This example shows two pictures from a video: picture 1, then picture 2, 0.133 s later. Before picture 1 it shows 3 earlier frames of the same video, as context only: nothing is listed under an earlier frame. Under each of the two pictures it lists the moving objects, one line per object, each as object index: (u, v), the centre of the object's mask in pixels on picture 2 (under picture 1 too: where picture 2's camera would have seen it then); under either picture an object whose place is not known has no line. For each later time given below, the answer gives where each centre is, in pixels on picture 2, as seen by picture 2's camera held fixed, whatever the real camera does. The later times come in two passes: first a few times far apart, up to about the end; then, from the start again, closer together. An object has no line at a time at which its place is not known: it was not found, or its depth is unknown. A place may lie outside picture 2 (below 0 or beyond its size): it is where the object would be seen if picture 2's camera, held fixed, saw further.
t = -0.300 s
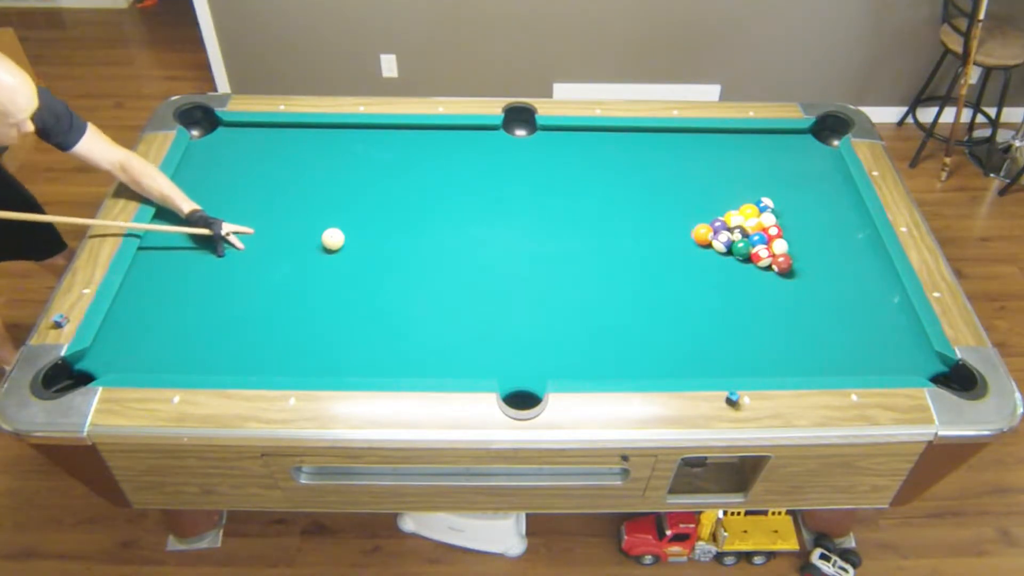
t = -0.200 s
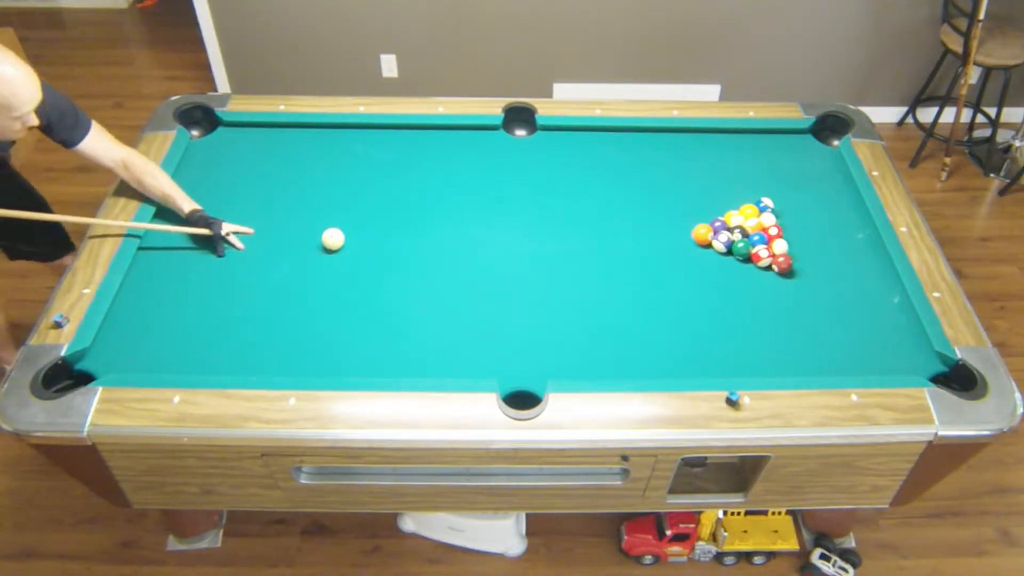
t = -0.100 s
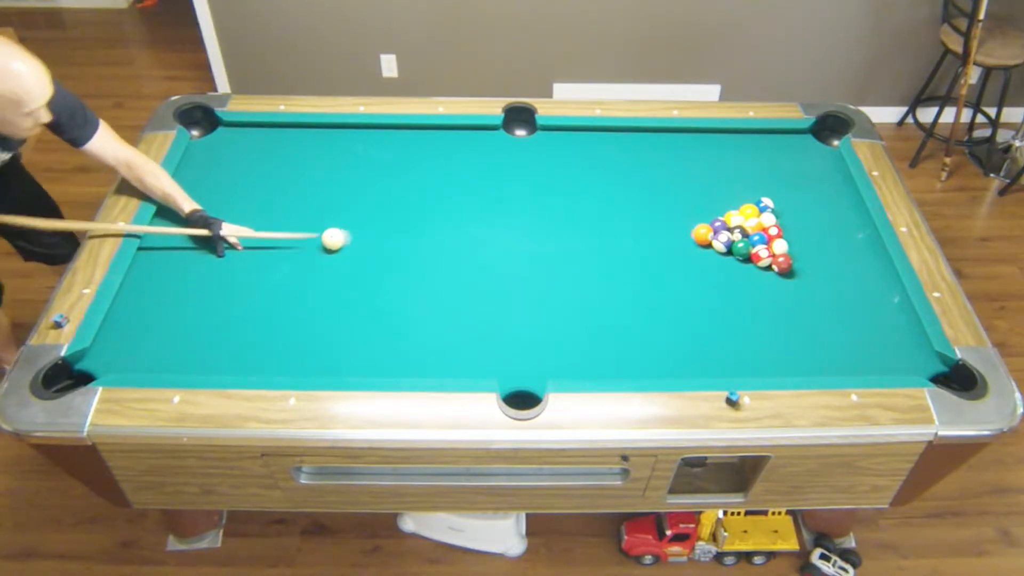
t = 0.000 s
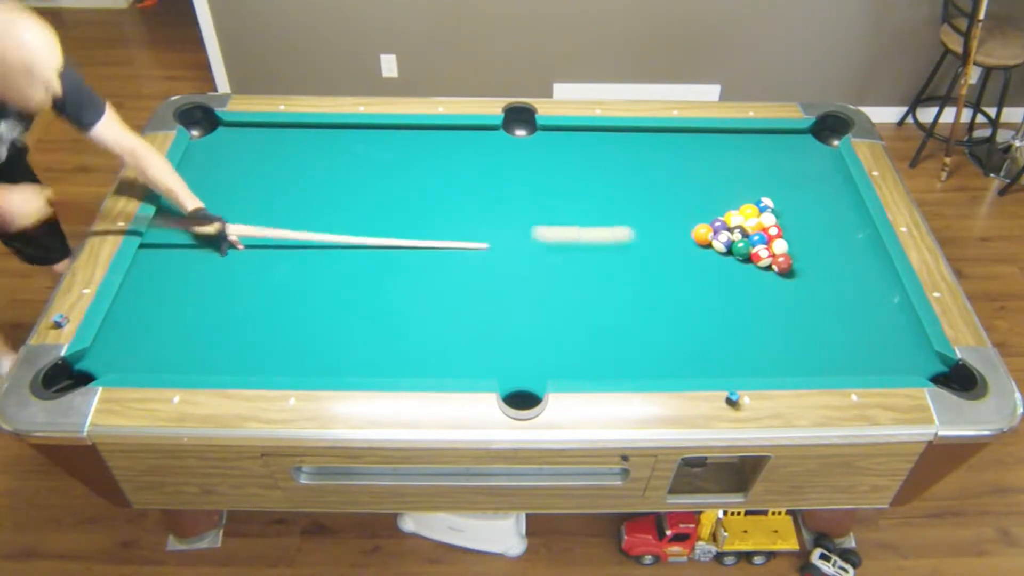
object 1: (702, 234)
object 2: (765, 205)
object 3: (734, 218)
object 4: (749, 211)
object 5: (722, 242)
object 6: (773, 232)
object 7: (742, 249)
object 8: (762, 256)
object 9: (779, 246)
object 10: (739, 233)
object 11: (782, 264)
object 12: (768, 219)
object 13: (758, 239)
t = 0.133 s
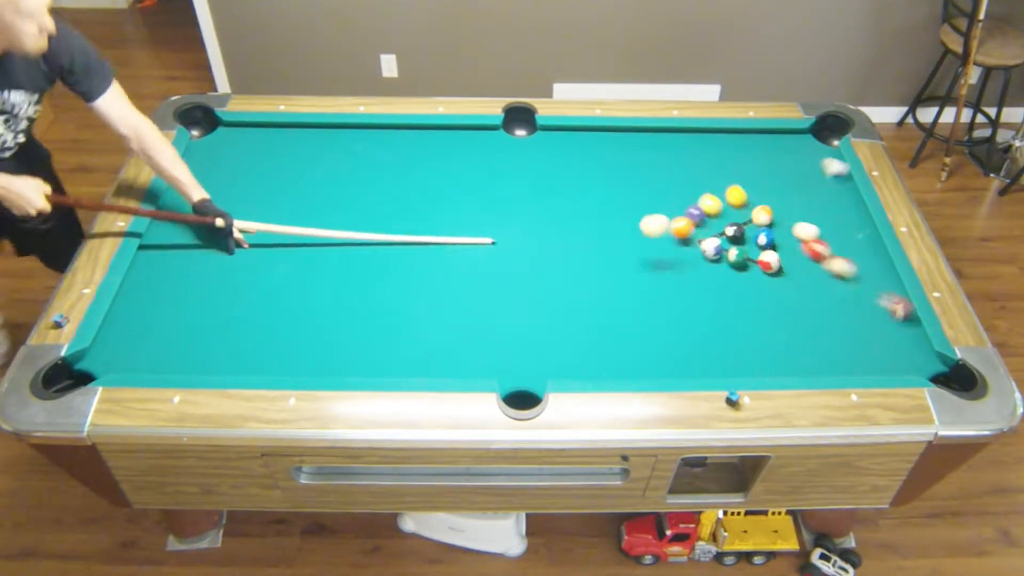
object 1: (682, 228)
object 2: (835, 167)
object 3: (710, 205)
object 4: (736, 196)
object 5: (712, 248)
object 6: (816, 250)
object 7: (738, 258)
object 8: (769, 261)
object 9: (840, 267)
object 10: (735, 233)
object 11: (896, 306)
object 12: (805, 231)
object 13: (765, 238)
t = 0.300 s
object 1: (642, 229)
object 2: (729, 135)
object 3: (679, 184)
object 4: (719, 173)
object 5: (694, 259)
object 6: (878, 269)
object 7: (729, 271)
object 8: (780, 271)
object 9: (871, 287)
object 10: (729, 229)
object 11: (812, 343)
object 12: (859, 249)
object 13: (775, 234)
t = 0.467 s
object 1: (606, 225)
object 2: (653, 149)
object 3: (650, 166)
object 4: (703, 152)
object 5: (677, 270)
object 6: (867, 284)
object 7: (722, 283)
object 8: (790, 280)
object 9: (834, 302)
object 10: (726, 226)
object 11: (718, 367)
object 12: (864, 259)
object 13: (784, 229)
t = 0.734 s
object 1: (550, 218)
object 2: (527, 140)
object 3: (616, 173)
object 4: (684, 140)
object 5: (650, 285)
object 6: (831, 303)
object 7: (709, 299)
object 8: (805, 292)
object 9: (774, 324)
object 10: (720, 223)
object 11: (568, 345)
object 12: (838, 275)
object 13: (797, 222)
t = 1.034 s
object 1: (490, 212)
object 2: (390, 131)
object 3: (580, 181)
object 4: (668, 157)
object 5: (623, 304)
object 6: (806, 336)
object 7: (694, 316)
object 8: (799, 300)
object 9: (706, 350)
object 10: (714, 219)
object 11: (410, 320)
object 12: (812, 283)
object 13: (810, 215)
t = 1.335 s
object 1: (435, 206)
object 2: (259, 134)
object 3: (546, 189)
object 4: (652, 174)
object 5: (596, 321)
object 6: (783, 367)
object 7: (681, 334)
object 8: (784, 313)
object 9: (635, 368)
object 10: (712, 218)
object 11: (261, 296)
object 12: (801, 283)
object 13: (821, 210)
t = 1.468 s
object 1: (412, 203)
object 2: (202, 135)
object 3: (531, 192)
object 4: (646, 182)
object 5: (583, 329)
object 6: (771, 365)
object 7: (676, 343)
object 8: (779, 318)
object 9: (607, 364)
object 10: (712, 218)
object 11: (200, 286)
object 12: (797, 283)
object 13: (825, 208)
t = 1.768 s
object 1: (364, 198)
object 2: (228, 137)
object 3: (500, 198)
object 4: (631, 198)
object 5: (559, 339)
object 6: (745, 351)
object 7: (663, 356)
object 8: (767, 328)
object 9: (548, 360)
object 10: (713, 218)
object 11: (183, 256)
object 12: (789, 283)
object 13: (833, 204)
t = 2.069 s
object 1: (319, 193)
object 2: (237, 149)
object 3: (471, 204)
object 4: (617, 213)
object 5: (539, 338)
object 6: (722, 339)
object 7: (654, 368)
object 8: (756, 336)
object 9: (491, 365)
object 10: (713, 218)
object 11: (258, 223)
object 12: (786, 283)
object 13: (838, 203)
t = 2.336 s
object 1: (283, 189)
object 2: (245, 159)
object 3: (448, 209)
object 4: (606, 225)
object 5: (521, 338)
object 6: (705, 331)
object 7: (647, 369)
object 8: (748, 342)
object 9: (446, 369)
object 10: (713, 218)
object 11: (317, 196)
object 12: (786, 283)
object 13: (842, 202)
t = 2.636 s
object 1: (247, 184)
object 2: (254, 168)
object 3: (424, 214)
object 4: (594, 238)
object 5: (508, 338)
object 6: (688, 324)
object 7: (642, 367)
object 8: (740, 347)
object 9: (399, 367)
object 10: (713, 218)
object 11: (377, 171)
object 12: (786, 283)
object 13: (843, 203)
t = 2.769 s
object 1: (232, 182)
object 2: (258, 174)
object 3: (415, 216)
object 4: (588, 243)
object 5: (503, 339)
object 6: (682, 321)
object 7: (641, 367)
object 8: (737, 349)
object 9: (381, 366)
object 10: (713, 218)
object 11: (401, 160)
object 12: (786, 283)
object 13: (843, 203)
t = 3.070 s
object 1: (200, 179)
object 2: (265, 182)
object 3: (397, 219)
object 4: (579, 253)
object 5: (496, 339)
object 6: (670, 317)
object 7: (640, 367)
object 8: (733, 351)
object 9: (342, 363)
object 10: (713, 218)
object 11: (451, 138)
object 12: (786, 283)
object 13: (843, 203)
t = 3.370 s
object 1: (186, 176)
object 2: (272, 190)
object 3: (381, 222)
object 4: (572, 262)
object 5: (492, 339)
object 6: (661, 314)
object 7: (641, 367)
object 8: (731, 353)
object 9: (308, 361)
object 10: (713, 218)
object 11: (491, 137)
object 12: (786, 283)
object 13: (843, 203)
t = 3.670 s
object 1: (199, 176)
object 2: (278, 196)
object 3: (370, 224)
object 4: (565, 268)
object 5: (492, 339)
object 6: (656, 312)
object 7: (641, 367)
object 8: (732, 352)
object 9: (277, 358)
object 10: (713, 218)
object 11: (525, 146)
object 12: (786, 283)
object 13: (843, 203)
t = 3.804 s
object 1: (205, 176)
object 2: (280, 198)
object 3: (366, 225)
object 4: (563, 271)
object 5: (492, 339)
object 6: (655, 311)
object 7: (641, 367)
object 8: (732, 352)
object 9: (266, 356)
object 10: (713, 218)
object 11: (540, 150)
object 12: (786, 283)
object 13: (843, 203)
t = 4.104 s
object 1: (215, 175)
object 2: (284, 201)
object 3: (360, 226)
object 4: (560, 275)
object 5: (492, 339)
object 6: (656, 311)
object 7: (641, 367)
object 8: (732, 352)
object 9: (242, 354)
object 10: (713, 218)
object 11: (571, 159)
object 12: (786, 283)
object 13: (843, 203)
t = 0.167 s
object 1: (673, 231)
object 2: (814, 160)
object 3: (703, 201)
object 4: (732, 191)
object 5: (708, 251)
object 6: (829, 254)
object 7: (737, 261)
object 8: (771, 263)
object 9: (858, 271)
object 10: (734, 232)
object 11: (887, 315)
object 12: (818, 235)
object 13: (767, 238)
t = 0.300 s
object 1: (642, 229)
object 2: (729, 135)
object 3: (679, 184)
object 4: (719, 173)
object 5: (694, 259)
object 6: (878, 269)
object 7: (729, 271)
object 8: (780, 271)
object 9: (871, 287)
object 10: (729, 229)
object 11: (812, 343)
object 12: (859, 249)
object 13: (775, 234)
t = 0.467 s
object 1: (606, 225)
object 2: (653, 149)
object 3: (650, 166)
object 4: (703, 152)
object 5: (677, 270)
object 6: (867, 284)
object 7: (722, 283)
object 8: (790, 280)
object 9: (834, 302)
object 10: (726, 226)
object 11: (718, 367)
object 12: (864, 259)
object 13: (784, 229)
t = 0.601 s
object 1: (578, 221)
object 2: (590, 144)
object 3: (633, 170)
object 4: (692, 137)
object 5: (663, 277)
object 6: (849, 294)
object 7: (714, 289)
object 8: (798, 286)
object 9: (804, 313)
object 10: (723, 225)
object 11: (642, 356)
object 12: (850, 266)
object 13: (791, 225)
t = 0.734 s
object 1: (550, 218)
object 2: (527, 140)
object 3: (616, 173)
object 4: (684, 140)
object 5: (650, 285)
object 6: (831, 303)
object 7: (709, 299)
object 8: (805, 292)
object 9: (774, 324)
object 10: (720, 223)
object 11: (568, 345)
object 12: (838, 275)
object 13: (797, 222)
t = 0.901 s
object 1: (516, 215)
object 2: (452, 133)
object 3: (596, 178)
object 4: (675, 150)
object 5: (634, 296)
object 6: (816, 321)
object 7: (701, 310)
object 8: (806, 295)
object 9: (737, 338)
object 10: (717, 221)
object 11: (479, 330)
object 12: (820, 282)
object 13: (805, 218)
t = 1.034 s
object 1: (490, 212)
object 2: (390, 131)
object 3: (580, 181)
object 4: (668, 157)
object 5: (623, 304)
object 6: (806, 336)
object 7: (694, 316)
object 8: (799, 300)
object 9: (706, 350)
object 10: (714, 219)
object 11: (410, 320)
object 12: (812, 283)
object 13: (810, 215)
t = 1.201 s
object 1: (460, 208)
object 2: (317, 133)
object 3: (561, 186)
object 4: (659, 167)
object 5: (606, 314)
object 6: (793, 354)
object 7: (687, 328)
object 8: (791, 307)
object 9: (666, 363)
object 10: (712, 218)
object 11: (326, 307)
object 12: (806, 284)
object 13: (817, 213)
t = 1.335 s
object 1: (435, 206)
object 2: (259, 134)
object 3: (546, 189)
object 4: (652, 174)
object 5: (596, 321)
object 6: (783, 367)
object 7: (681, 334)
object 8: (784, 313)
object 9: (635, 368)
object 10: (712, 218)
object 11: (261, 296)
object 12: (801, 283)
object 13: (821, 210)
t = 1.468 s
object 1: (412, 203)
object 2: (202, 135)
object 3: (531, 192)
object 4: (646, 182)
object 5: (583, 329)
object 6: (771, 365)
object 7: (676, 343)
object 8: (779, 318)
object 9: (607, 364)
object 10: (712, 218)
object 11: (200, 286)
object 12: (797, 283)
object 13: (825, 208)
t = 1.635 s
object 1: (385, 200)
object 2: (224, 130)
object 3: (513, 195)
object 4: (637, 191)
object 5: (571, 336)
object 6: (756, 357)
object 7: (669, 350)
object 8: (772, 323)
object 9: (575, 359)
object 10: (712, 217)
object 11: (141, 273)
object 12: (792, 283)
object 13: (830, 206)
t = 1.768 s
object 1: (364, 198)
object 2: (228, 137)
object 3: (500, 198)
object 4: (631, 198)
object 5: (559, 339)
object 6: (745, 351)
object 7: (663, 356)
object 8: (767, 328)
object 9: (548, 360)
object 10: (713, 218)
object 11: (183, 256)
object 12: (789, 283)
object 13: (833, 204)
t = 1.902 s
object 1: (343, 195)
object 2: (233, 142)
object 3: (486, 201)
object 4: (625, 205)
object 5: (549, 338)
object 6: (734, 345)
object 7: (659, 365)
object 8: (762, 332)
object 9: (523, 363)
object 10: (713, 218)
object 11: (218, 241)
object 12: (787, 283)
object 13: (835, 203)
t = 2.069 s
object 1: (319, 193)
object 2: (237, 149)
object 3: (471, 204)
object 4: (617, 213)
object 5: (539, 338)
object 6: (722, 339)
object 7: (654, 368)
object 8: (756, 336)
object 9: (491, 365)
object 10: (713, 218)
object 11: (258, 223)
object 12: (786, 283)
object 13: (838, 203)
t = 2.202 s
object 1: (301, 190)
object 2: (241, 154)
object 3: (459, 207)
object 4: (611, 219)
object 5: (530, 338)
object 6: (713, 335)
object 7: (650, 371)
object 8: (752, 339)
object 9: (468, 367)
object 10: (713, 218)
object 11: (289, 209)
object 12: (786, 283)
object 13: (840, 202)
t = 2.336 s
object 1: (283, 189)
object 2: (245, 159)
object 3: (448, 209)
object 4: (606, 225)
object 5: (521, 338)
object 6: (705, 331)
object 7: (647, 369)
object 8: (748, 342)
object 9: (446, 369)
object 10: (713, 218)
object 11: (317, 196)
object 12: (786, 283)
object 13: (842, 202)
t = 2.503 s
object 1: (263, 186)
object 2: (250, 165)
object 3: (434, 212)
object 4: (599, 232)
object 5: (512, 338)
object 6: (695, 327)
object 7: (644, 367)
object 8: (743, 345)
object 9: (419, 368)
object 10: (713, 218)
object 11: (351, 181)
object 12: (786, 283)
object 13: (843, 203)
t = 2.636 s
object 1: (247, 184)
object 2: (254, 168)
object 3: (424, 214)
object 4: (594, 238)
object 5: (508, 338)
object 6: (688, 324)
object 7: (642, 367)
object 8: (740, 347)
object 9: (399, 367)
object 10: (713, 218)
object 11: (377, 171)
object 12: (786, 283)
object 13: (843, 203)
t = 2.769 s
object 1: (232, 182)
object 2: (258, 174)
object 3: (415, 216)
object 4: (588, 243)
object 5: (503, 339)
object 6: (682, 321)
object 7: (641, 367)
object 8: (737, 349)
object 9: (381, 366)
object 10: (713, 218)
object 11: (401, 160)
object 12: (786, 283)
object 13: (843, 203)
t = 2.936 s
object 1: (214, 181)
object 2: (261, 179)
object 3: (404, 218)
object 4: (583, 249)
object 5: (499, 339)
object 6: (675, 319)
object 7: (640, 367)
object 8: (734, 350)
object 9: (357, 365)
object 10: (713, 218)
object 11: (430, 148)
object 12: (786, 283)
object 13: (843, 203)
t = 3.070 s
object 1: (200, 179)
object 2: (265, 182)
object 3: (397, 219)
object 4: (579, 253)
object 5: (496, 339)
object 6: (670, 317)
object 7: (640, 367)
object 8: (733, 351)
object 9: (342, 363)
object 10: (713, 218)
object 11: (451, 138)
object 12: (786, 283)
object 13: (843, 203)
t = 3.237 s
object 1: (185, 178)
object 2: (269, 186)
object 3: (388, 221)
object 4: (575, 258)
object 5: (493, 339)
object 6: (664, 315)
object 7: (641, 367)
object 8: (731, 352)
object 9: (321, 362)
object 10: (713, 218)
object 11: (476, 132)
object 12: (786, 283)
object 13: (843, 203)
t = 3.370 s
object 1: (186, 176)
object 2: (272, 190)
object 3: (381, 222)
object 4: (572, 262)
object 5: (492, 339)
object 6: (661, 314)
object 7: (641, 367)
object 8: (731, 353)
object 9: (308, 361)
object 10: (713, 218)
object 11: (491, 137)
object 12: (786, 283)
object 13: (843, 203)
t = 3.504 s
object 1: (193, 177)
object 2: (274, 193)
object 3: (376, 223)
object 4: (568, 265)
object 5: (491, 339)
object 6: (659, 313)
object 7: (641, 367)
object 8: (732, 352)
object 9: (293, 359)
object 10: (713, 218)
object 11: (506, 141)
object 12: (786, 283)
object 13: (843, 203)
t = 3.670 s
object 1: (199, 176)
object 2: (278, 196)
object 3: (370, 224)
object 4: (565, 268)
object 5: (492, 339)
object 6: (656, 312)
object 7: (641, 367)
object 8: (732, 352)
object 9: (277, 358)
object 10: (713, 218)
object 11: (525, 146)
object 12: (786, 283)
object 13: (843, 203)
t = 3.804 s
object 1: (205, 176)
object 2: (280, 198)
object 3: (366, 225)
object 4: (563, 271)
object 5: (492, 339)
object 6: (655, 311)
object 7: (641, 367)
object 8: (732, 352)
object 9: (266, 356)
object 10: (713, 218)
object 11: (540, 150)
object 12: (786, 283)
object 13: (843, 203)
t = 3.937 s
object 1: (210, 175)
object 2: (282, 199)
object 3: (363, 225)
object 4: (562, 273)
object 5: (492, 339)
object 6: (655, 311)
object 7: (641, 367)
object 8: (732, 352)
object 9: (254, 355)
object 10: (713, 218)
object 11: (555, 154)
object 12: (786, 283)
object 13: (843, 203)
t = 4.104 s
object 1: (215, 175)
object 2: (284, 201)
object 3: (360, 226)
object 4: (560, 275)
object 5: (492, 339)
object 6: (656, 311)
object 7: (641, 367)
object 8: (732, 352)
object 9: (242, 354)
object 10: (713, 218)
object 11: (571, 159)
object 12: (786, 283)
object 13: (843, 203)
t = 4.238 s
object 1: (219, 175)
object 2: (287, 203)
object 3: (358, 226)
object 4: (560, 277)
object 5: (492, 339)
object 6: (656, 311)
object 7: (641, 367)
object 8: (732, 352)
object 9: (233, 353)
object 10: (713, 218)
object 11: (584, 162)
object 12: (786, 283)
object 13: (843, 203)
